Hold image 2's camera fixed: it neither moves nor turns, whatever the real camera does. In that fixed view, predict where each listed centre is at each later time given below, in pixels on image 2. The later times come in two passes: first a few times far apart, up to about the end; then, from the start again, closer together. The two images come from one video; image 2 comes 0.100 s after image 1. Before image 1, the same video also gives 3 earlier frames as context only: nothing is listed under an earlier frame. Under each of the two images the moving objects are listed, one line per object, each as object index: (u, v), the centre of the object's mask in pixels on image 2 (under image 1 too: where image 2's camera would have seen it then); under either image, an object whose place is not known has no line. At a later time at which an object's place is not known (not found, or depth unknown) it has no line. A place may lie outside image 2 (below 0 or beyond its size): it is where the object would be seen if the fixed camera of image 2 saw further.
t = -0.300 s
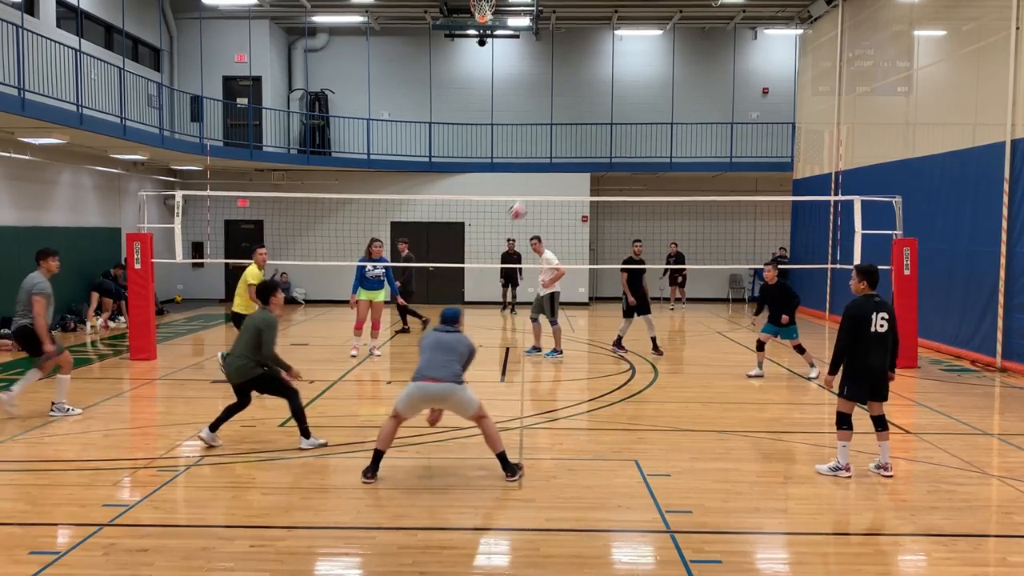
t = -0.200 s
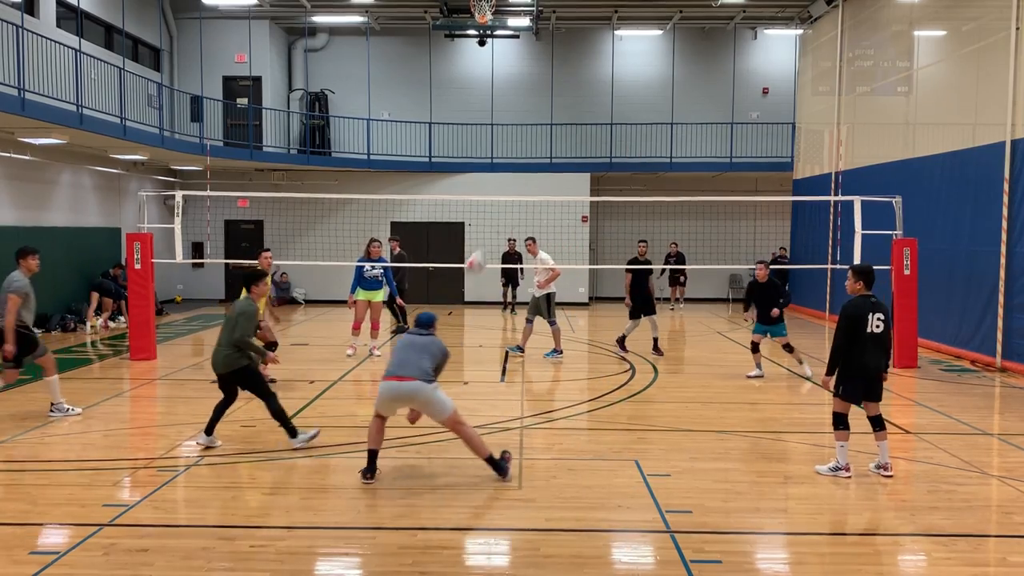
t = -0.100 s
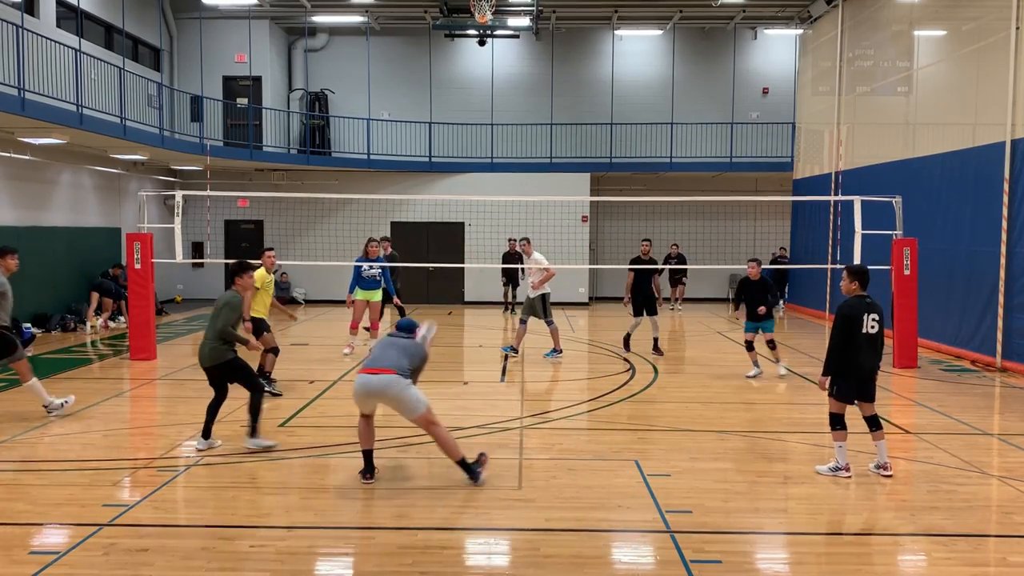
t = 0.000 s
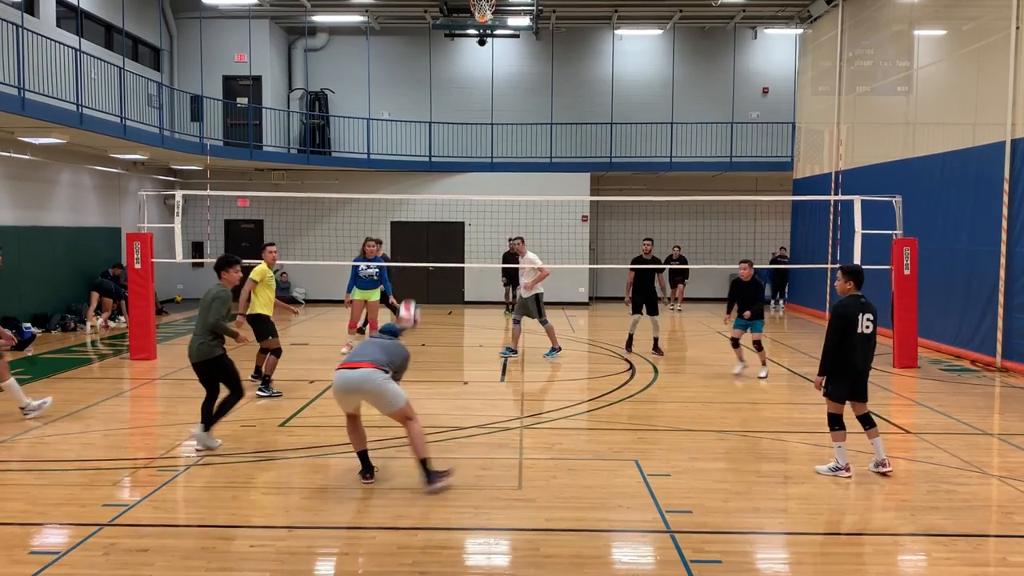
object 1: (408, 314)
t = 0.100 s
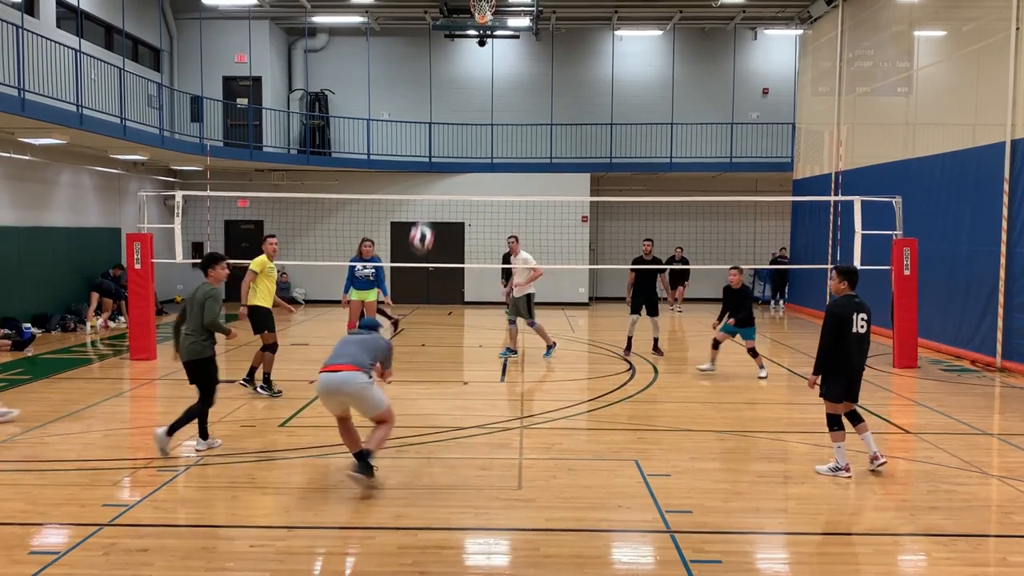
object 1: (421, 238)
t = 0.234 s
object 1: (439, 149)
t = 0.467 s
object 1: (468, 54)
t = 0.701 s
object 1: (493, 21)
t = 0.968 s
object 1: (520, 54)
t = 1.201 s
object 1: (542, 138)
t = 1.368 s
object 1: (555, 223)
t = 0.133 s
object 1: (426, 213)
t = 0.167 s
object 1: (430, 190)
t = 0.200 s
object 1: (435, 170)
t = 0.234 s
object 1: (439, 149)
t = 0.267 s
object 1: (444, 133)
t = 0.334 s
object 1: (451, 100)
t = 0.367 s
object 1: (455, 88)
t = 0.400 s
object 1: (460, 75)
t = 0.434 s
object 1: (464, 64)
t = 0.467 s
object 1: (468, 54)
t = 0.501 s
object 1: (472, 46)
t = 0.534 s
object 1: (476, 38)
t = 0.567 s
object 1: (479, 34)
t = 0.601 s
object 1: (483, 28)
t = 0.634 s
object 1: (486, 25)
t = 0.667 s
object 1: (489, 23)
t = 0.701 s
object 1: (493, 21)
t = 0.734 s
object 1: (497, 21)
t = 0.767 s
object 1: (500, 23)
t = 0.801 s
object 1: (503, 26)
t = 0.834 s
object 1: (507, 29)
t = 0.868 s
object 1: (510, 35)
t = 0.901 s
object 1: (514, 39)
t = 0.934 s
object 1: (517, 46)
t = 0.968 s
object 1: (520, 54)
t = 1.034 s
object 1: (527, 73)
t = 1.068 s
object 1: (530, 84)
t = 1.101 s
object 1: (533, 96)
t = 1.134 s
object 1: (536, 109)
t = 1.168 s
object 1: (539, 122)
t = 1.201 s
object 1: (542, 138)
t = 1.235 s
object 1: (544, 153)
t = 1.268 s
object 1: (548, 170)
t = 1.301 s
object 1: (550, 187)
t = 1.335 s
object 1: (554, 204)
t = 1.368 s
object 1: (555, 223)
